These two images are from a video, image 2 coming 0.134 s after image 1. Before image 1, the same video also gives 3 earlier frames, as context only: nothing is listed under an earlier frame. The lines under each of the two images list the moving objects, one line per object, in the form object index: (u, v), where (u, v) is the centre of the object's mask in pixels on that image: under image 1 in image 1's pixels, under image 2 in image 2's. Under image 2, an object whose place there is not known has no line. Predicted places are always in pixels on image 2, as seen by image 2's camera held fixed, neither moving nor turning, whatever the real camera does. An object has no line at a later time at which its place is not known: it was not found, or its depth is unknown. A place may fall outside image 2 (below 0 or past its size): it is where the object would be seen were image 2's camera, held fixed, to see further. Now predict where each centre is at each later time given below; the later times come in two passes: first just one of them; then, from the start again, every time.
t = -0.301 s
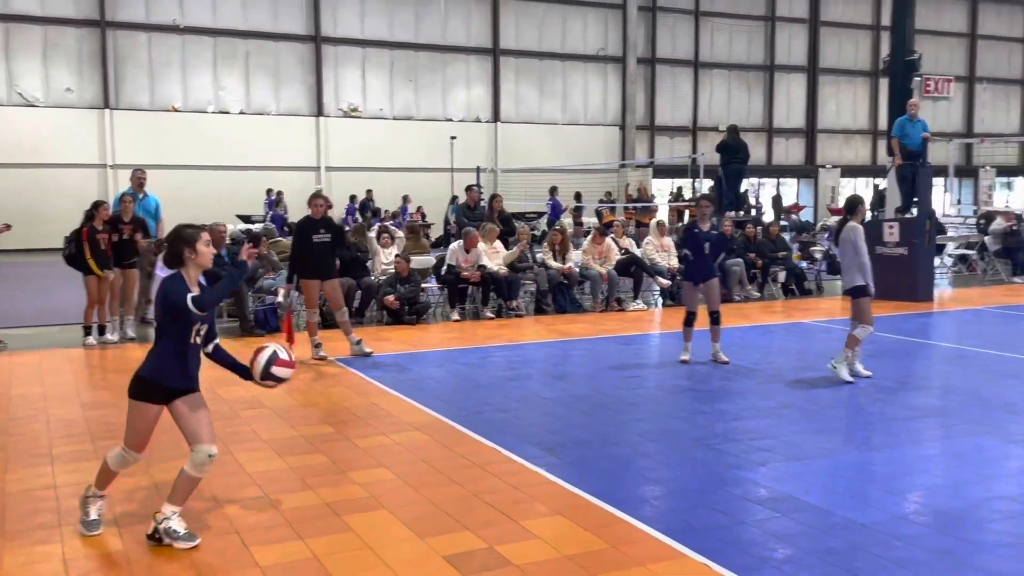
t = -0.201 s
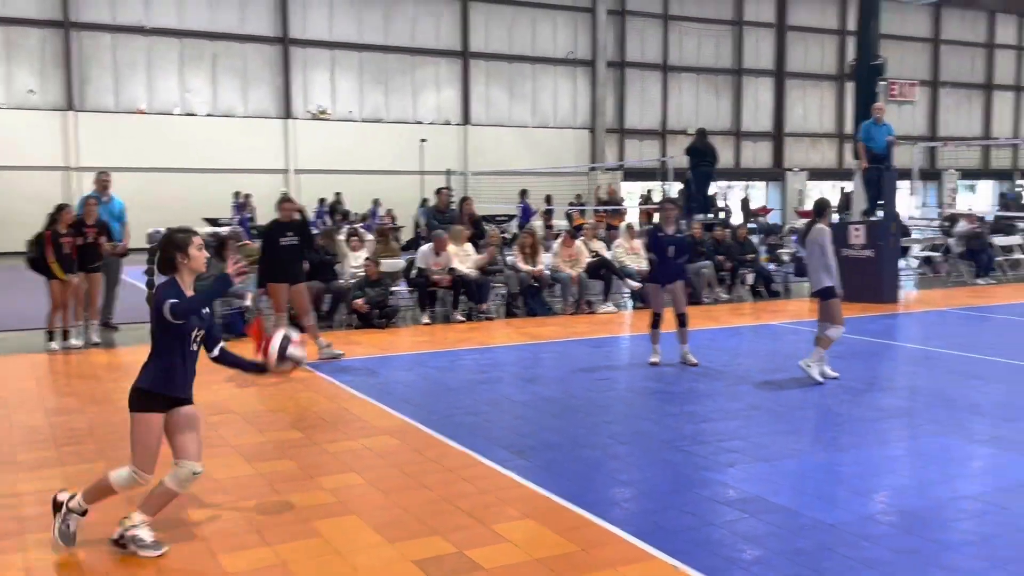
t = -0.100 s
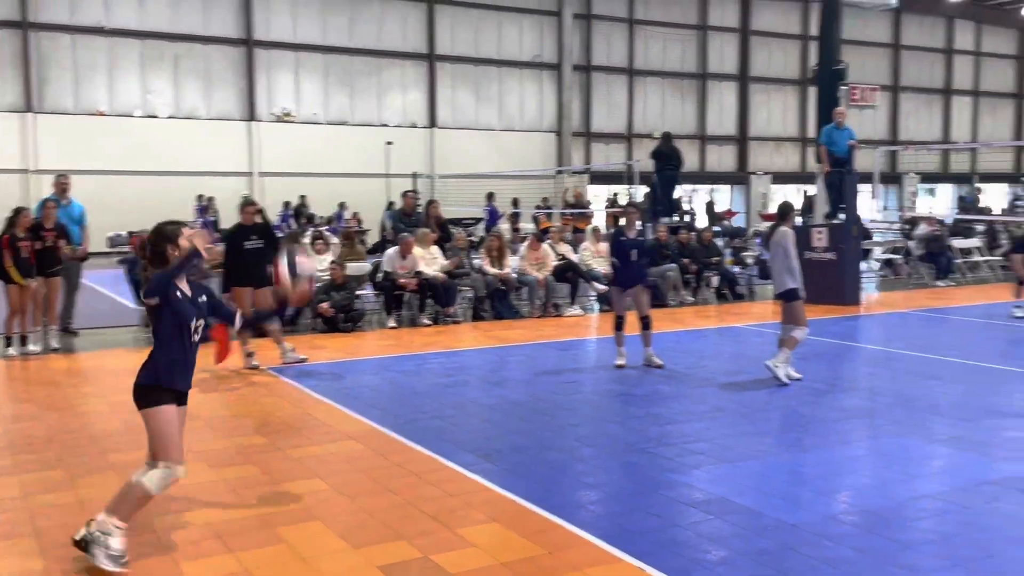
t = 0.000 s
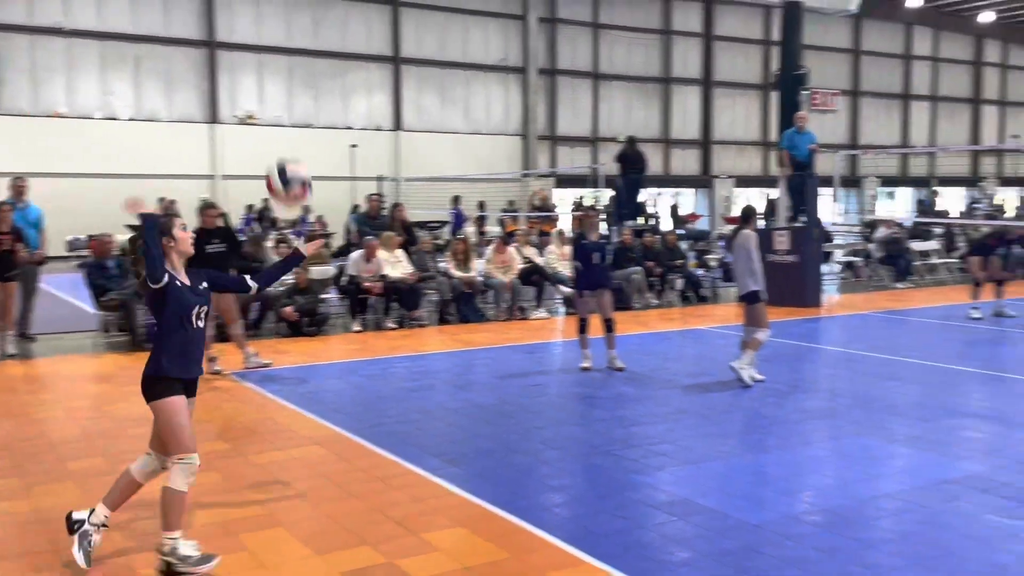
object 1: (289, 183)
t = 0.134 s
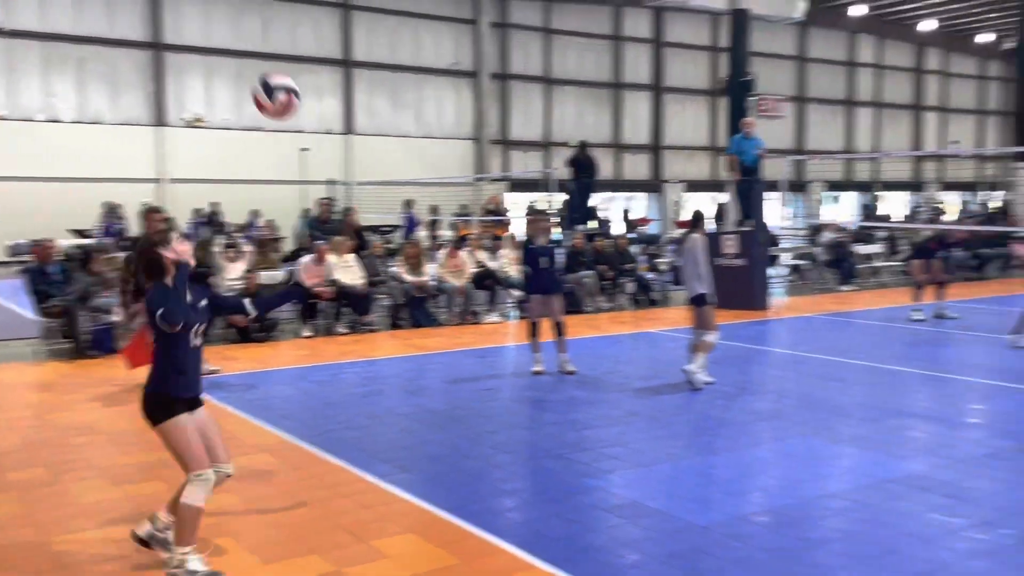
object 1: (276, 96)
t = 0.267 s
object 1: (311, 45)
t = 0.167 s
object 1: (285, 80)
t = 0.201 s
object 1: (293, 66)
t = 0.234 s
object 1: (301, 54)
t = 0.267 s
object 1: (311, 45)
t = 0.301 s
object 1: (317, 39)
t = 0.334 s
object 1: (326, 35)
